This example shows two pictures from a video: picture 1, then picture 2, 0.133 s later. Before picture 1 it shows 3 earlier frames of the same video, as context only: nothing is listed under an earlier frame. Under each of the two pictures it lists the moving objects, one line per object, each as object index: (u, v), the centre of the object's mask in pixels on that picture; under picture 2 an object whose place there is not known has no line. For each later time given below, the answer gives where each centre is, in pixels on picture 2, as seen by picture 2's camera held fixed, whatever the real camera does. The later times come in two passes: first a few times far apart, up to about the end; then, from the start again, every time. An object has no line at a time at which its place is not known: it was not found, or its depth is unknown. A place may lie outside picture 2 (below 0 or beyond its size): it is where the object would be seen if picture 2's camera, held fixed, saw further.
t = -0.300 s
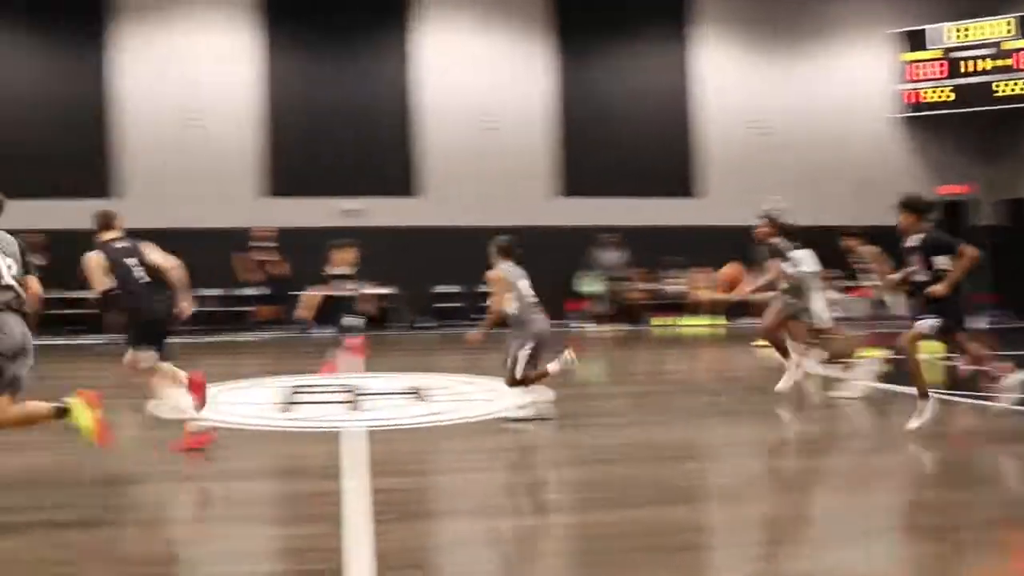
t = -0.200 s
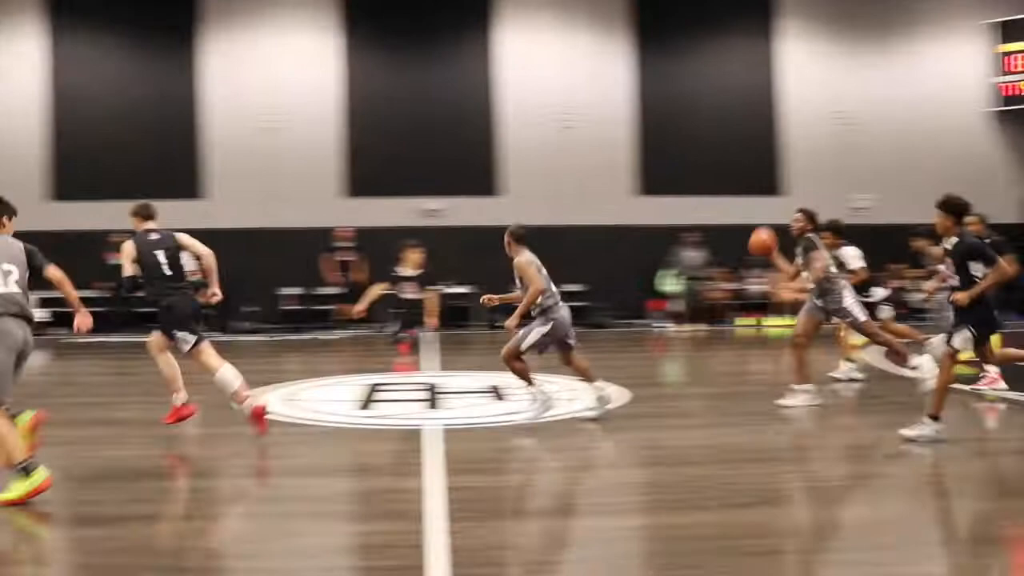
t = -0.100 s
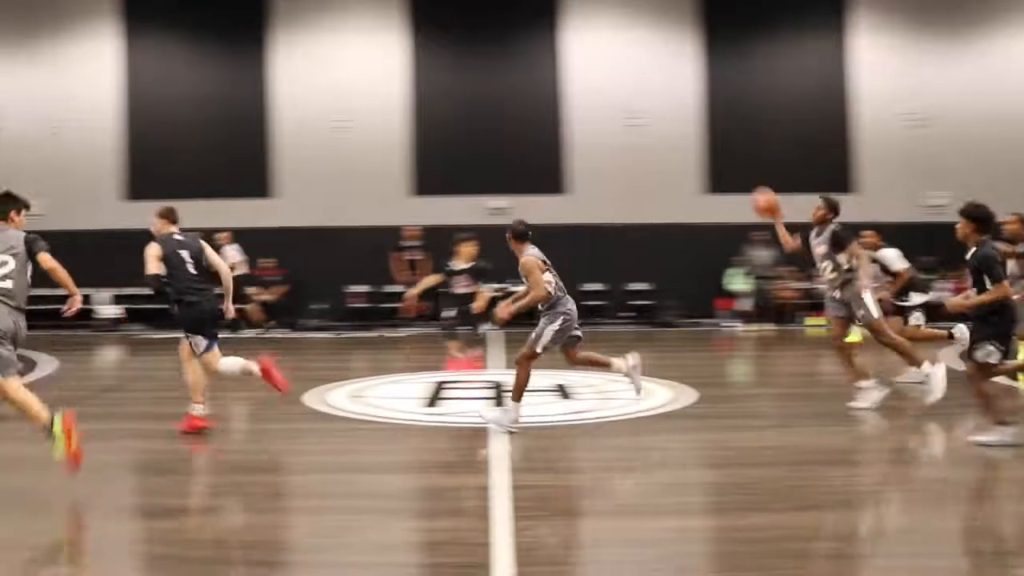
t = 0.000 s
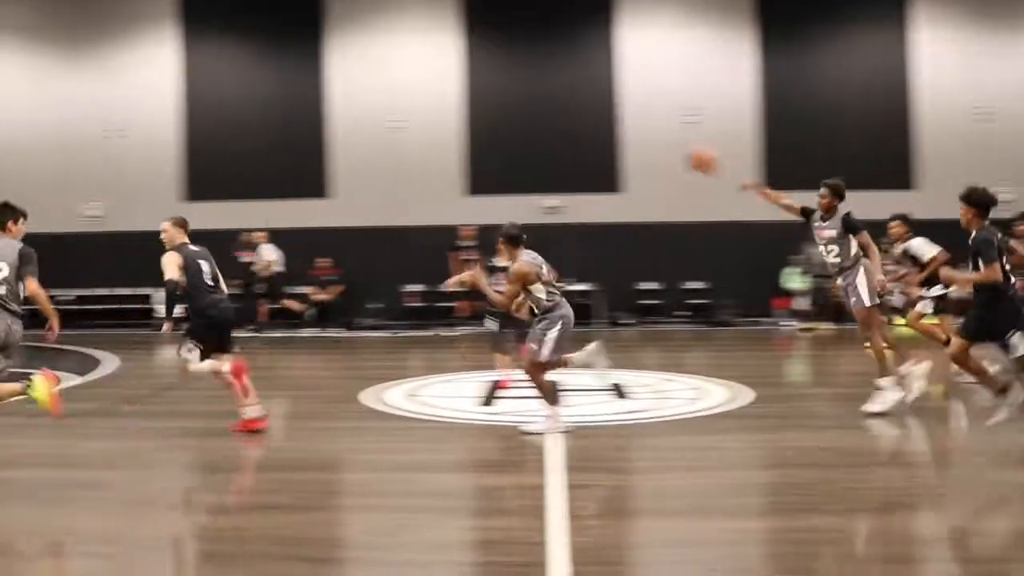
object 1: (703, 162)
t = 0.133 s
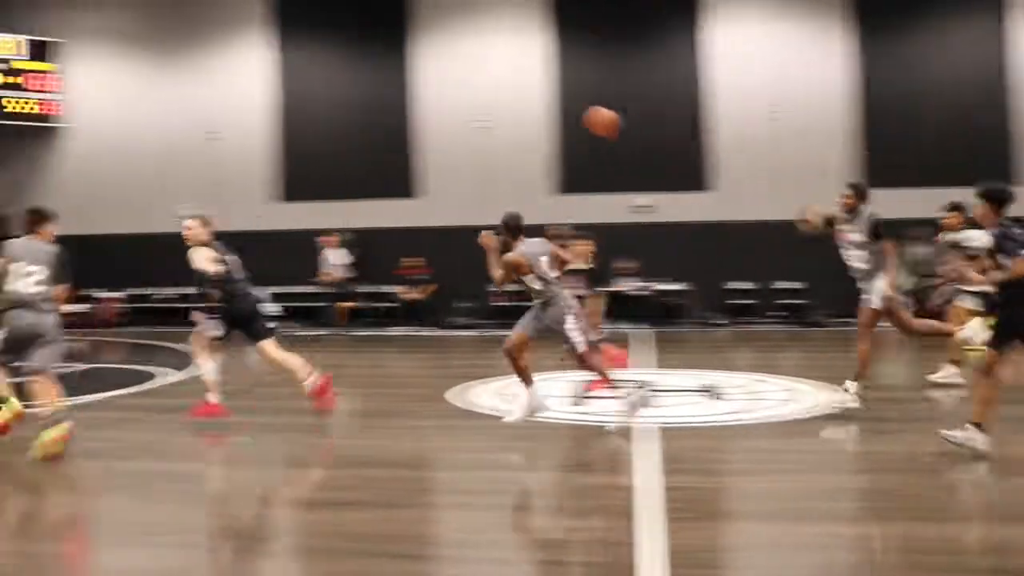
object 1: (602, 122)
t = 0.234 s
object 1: (471, 111)
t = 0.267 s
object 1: (430, 106)
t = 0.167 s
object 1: (558, 116)
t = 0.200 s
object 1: (513, 113)
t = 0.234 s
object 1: (471, 111)
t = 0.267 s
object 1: (430, 106)
